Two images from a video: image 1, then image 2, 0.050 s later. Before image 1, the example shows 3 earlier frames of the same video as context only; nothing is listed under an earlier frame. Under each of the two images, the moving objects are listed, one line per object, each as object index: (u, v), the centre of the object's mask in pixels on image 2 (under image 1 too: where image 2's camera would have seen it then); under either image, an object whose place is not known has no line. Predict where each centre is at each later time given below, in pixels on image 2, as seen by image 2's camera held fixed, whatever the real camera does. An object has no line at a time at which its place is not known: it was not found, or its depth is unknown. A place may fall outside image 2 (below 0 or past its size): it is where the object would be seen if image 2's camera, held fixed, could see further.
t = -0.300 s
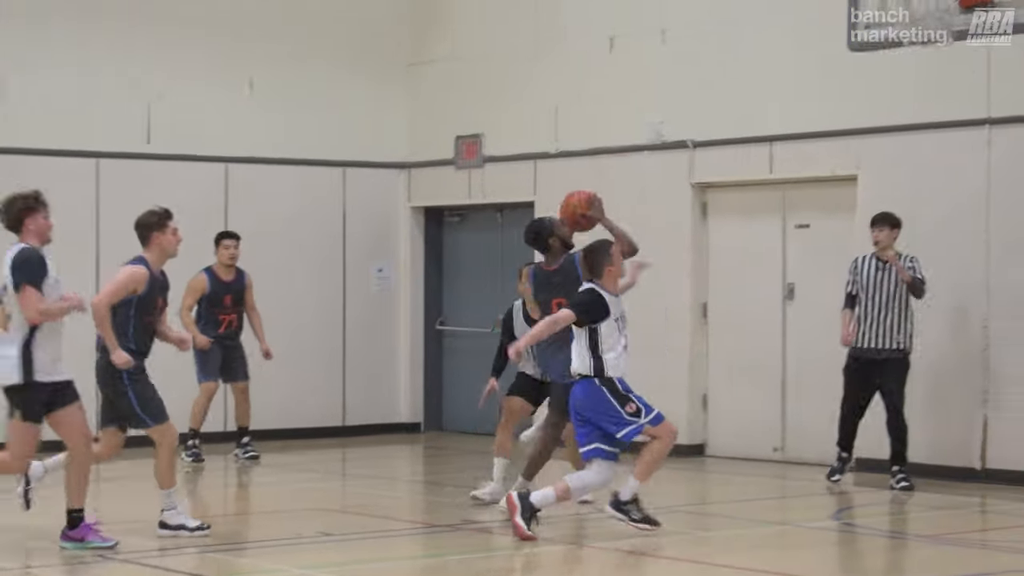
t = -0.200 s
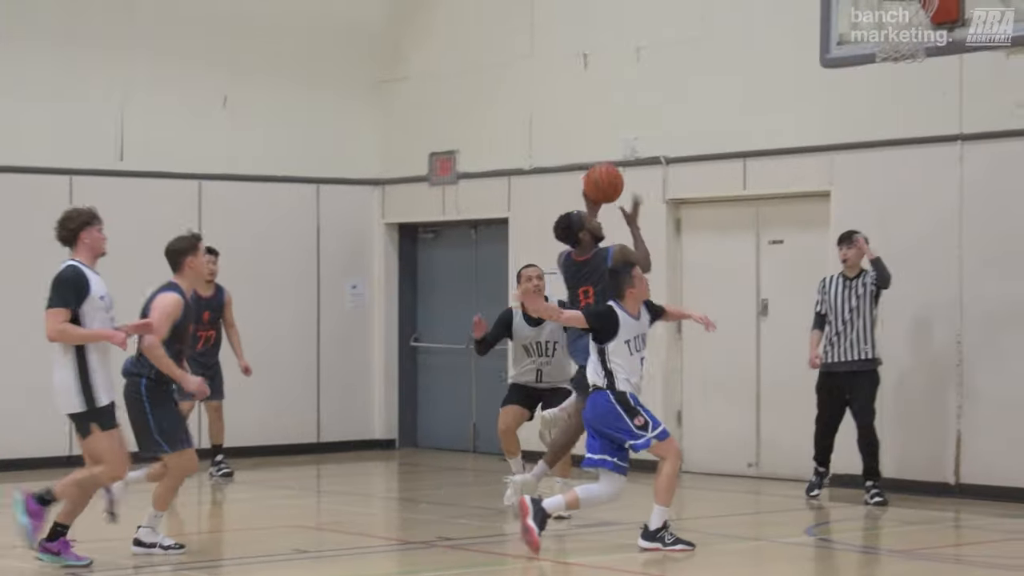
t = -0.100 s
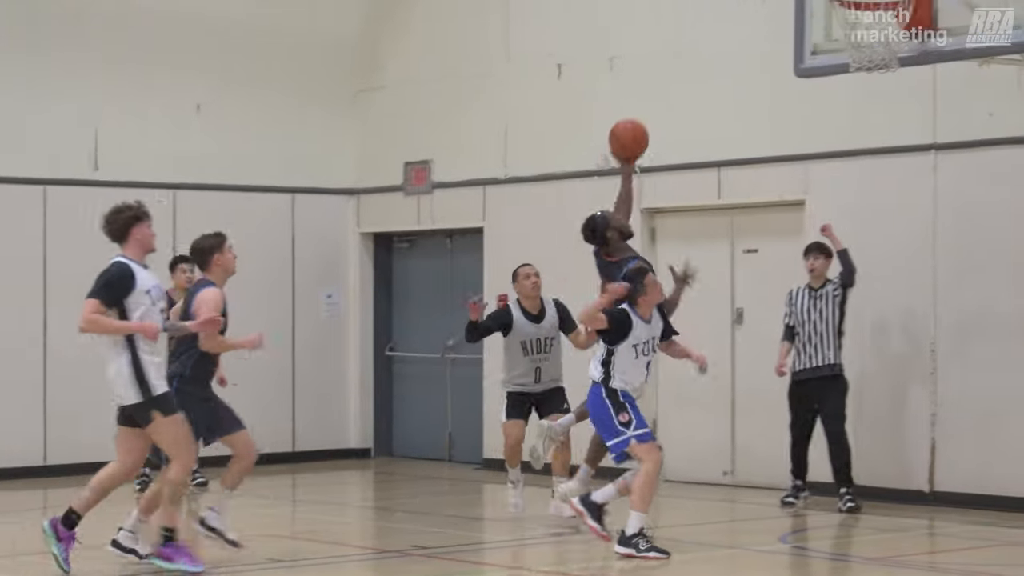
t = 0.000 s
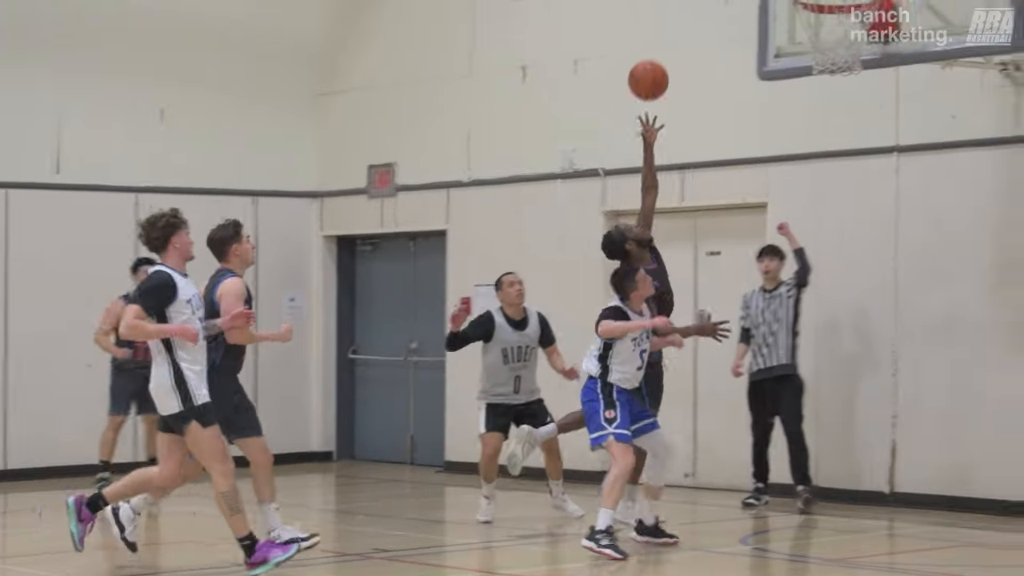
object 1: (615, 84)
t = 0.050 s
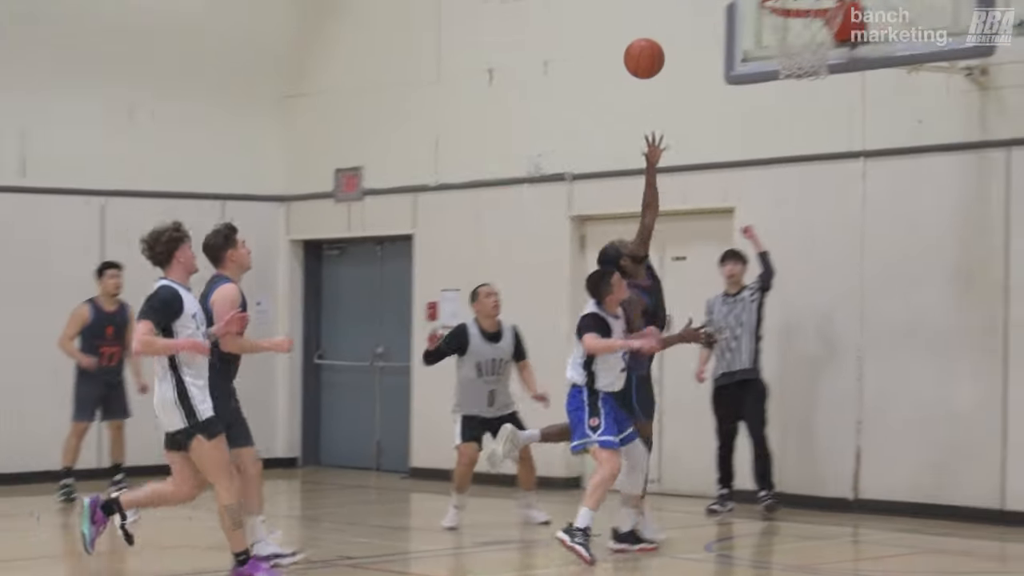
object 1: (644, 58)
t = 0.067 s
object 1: (653, 50)
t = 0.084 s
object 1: (663, 43)
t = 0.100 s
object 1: (672, 36)
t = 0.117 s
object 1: (682, 29)
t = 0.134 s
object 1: (691, 23)
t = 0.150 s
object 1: (701, 18)
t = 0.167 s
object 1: (710, 12)
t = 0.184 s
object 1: (720, 8)
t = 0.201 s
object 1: (730, 4)
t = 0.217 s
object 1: (740, 0)
